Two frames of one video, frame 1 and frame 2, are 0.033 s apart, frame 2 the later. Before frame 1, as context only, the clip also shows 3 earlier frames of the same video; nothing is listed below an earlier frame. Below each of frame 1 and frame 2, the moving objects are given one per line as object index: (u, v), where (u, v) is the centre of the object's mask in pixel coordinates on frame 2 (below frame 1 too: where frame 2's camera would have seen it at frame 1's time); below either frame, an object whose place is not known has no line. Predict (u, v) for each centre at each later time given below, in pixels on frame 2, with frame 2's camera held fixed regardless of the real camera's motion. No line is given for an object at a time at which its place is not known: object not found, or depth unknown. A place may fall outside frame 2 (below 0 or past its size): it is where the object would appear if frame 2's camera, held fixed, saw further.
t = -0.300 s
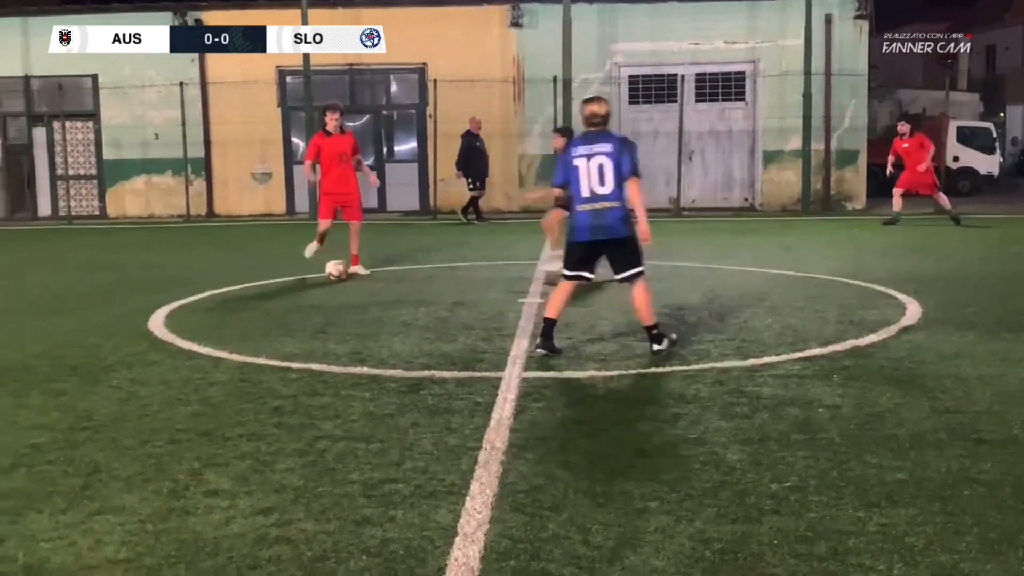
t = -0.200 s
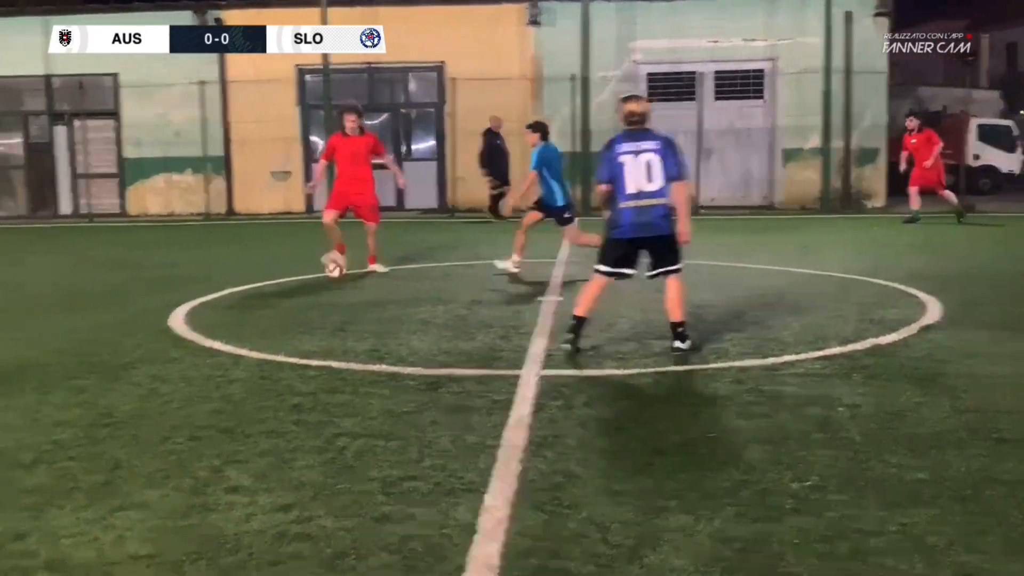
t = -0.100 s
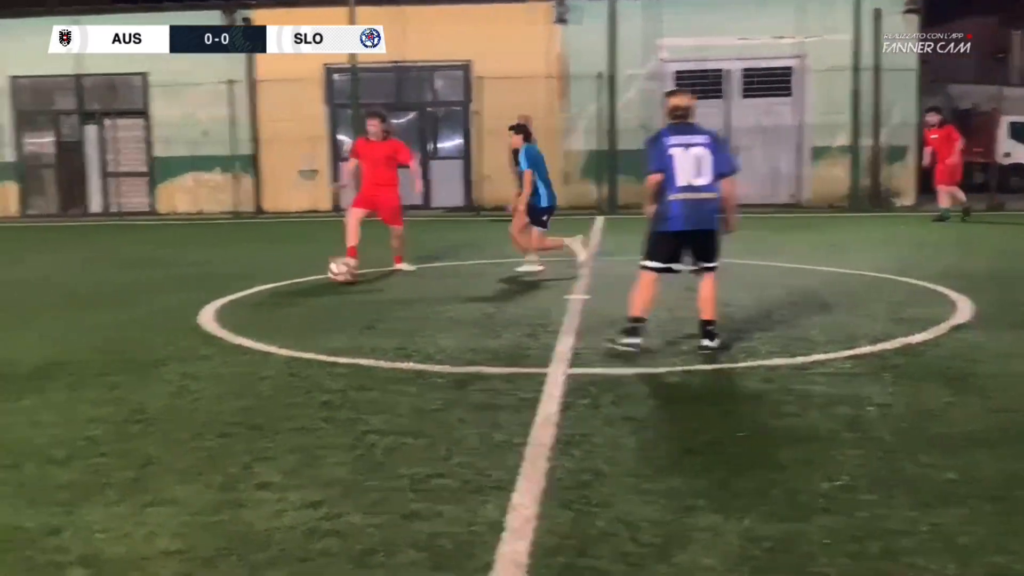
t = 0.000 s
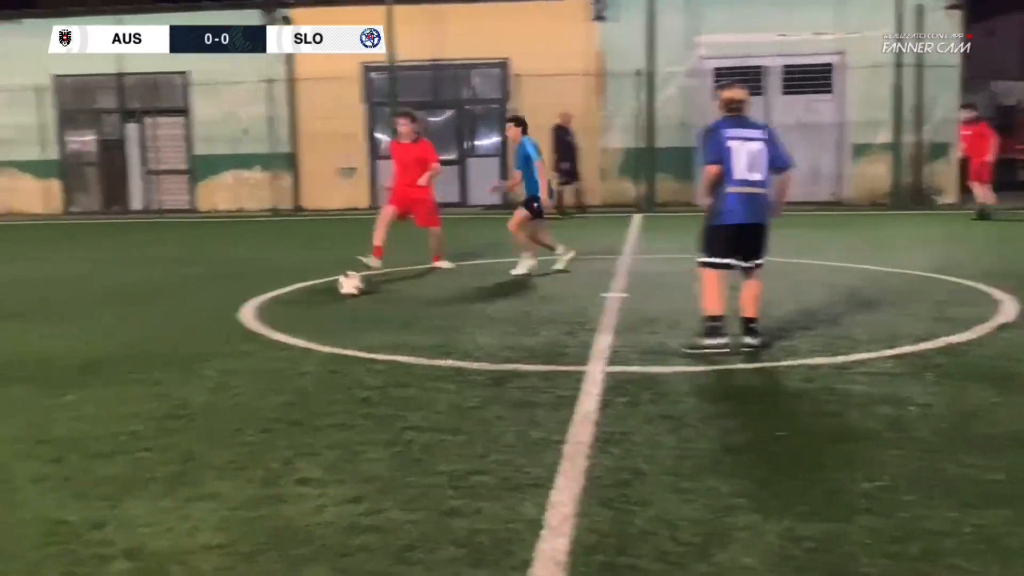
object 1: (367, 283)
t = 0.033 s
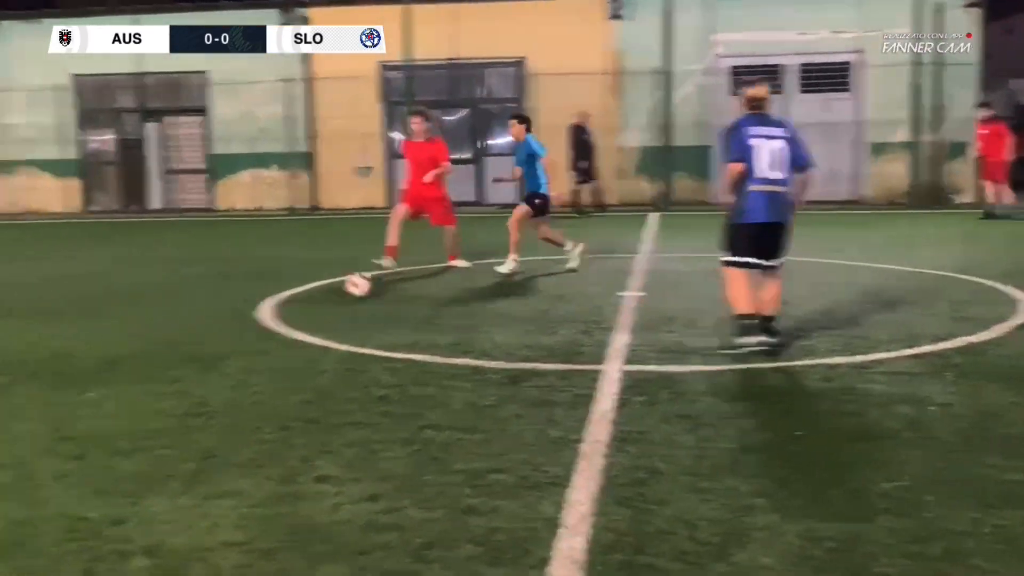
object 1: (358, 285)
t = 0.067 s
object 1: (348, 287)
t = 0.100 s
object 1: (338, 291)
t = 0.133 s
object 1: (328, 296)
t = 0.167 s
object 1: (317, 304)
